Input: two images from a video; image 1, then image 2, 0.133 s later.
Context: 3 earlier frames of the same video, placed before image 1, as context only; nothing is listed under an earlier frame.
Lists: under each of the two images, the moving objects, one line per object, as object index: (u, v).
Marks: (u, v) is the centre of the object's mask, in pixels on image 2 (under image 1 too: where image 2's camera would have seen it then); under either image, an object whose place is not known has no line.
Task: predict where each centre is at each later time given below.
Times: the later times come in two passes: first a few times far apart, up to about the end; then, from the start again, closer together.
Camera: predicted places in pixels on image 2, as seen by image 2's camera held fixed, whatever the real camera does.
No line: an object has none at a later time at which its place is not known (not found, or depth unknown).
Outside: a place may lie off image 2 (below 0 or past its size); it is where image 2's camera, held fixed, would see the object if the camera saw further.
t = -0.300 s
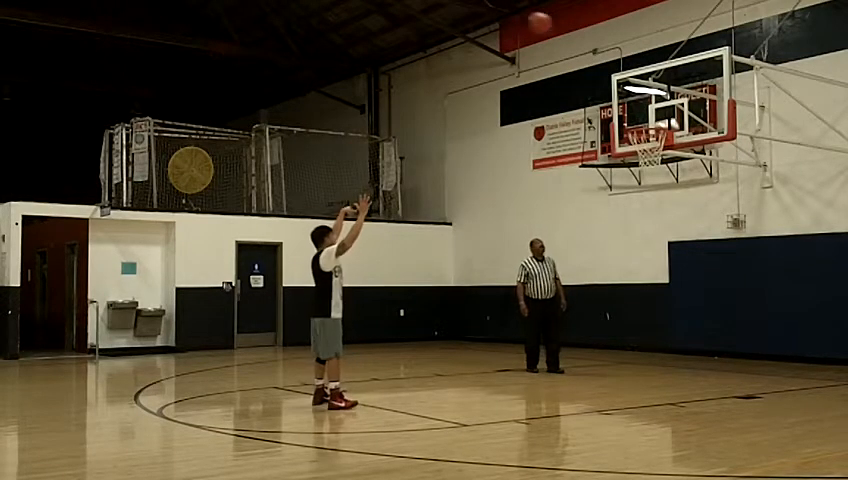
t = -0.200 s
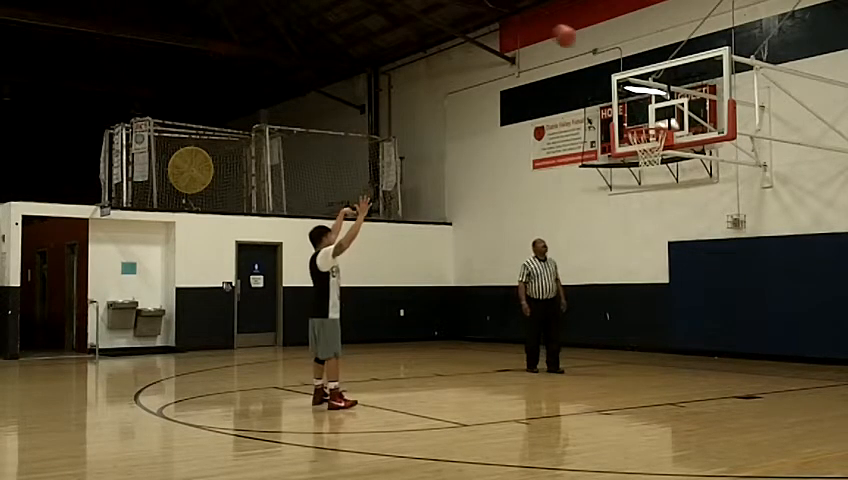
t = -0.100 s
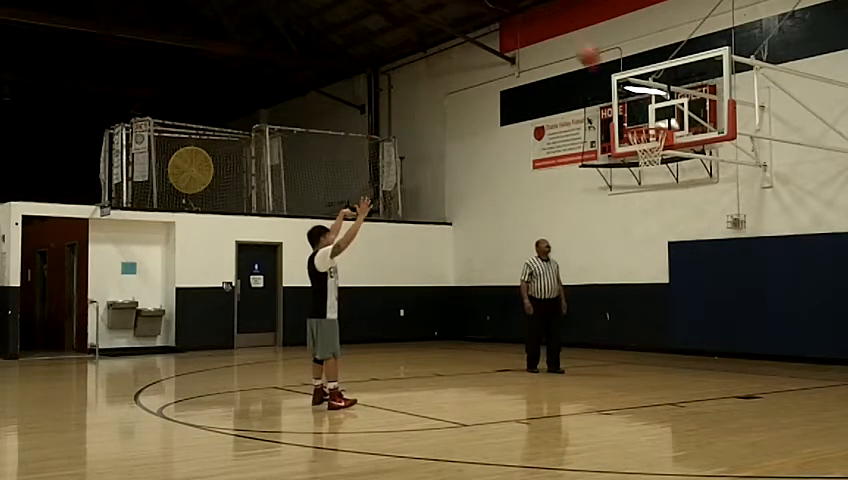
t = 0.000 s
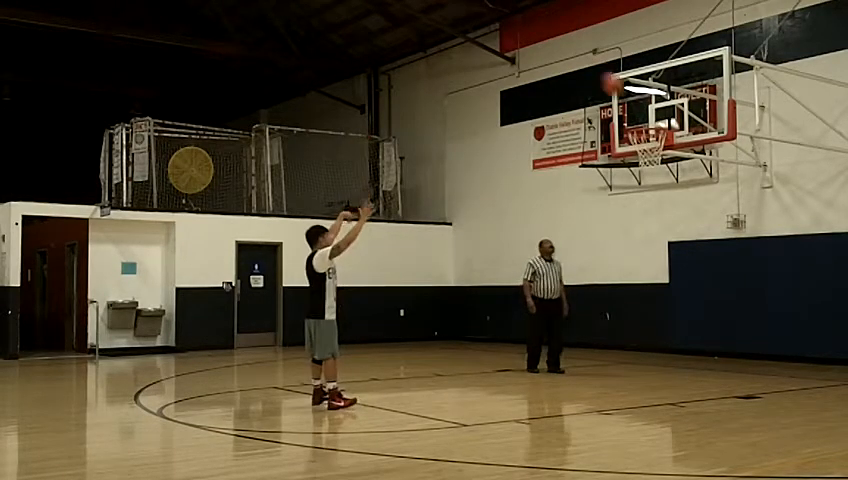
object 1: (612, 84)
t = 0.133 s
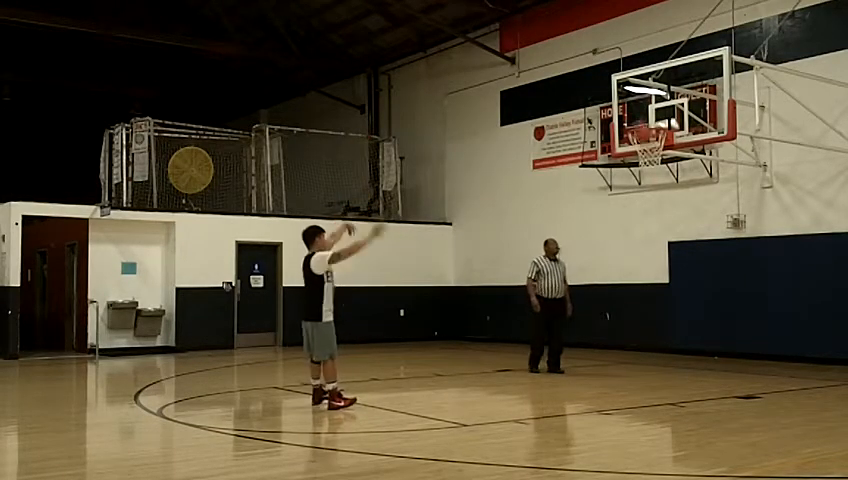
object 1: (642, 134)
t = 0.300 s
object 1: (680, 210)
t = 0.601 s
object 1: (737, 352)
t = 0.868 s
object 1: (751, 253)
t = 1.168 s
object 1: (766, 208)
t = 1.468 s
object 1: (783, 230)
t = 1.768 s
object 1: (799, 312)
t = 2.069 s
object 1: (815, 308)
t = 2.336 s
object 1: (830, 275)
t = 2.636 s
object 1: (833, 286)
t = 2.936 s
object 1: (825, 356)
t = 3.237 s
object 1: (820, 312)
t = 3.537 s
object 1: (815, 321)
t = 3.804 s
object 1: (810, 347)
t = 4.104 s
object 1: (804, 329)
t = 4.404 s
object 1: (798, 354)
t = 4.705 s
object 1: (792, 343)
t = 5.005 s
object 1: (787, 348)
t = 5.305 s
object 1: (783, 359)
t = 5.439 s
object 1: (781, 353)
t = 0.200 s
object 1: (658, 165)
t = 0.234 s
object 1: (664, 176)
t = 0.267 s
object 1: (674, 195)
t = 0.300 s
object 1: (680, 210)
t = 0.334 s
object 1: (686, 226)
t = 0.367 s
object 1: (695, 249)
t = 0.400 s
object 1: (701, 264)
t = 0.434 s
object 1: (707, 283)
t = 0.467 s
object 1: (715, 304)
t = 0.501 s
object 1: (721, 324)
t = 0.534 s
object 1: (728, 344)
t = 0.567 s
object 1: (735, 364)
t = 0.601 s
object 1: (737, 352)
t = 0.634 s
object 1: (738, 337)
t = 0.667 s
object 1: (741, 323)
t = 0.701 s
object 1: (742, 308)
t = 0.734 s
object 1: (744, 296)
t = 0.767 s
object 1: (746, 284)
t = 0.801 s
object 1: (747, 273)
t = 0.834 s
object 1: (749, 263)
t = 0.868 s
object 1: (751, 253)
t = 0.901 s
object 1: (753, 246)
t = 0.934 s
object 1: (755, 239)
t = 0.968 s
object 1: (757, 232)
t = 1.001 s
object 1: (758, 225)
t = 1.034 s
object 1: (760, 220)
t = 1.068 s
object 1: (761, 216)
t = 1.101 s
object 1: (763, 212)
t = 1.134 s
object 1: (765, 210)
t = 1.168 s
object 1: (766, 208)
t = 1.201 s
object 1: (768, 207)
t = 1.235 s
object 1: (770, 207)
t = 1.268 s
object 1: (772, 208)
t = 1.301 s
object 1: (774, 210)
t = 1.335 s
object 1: (775, 212)
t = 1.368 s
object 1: (777, 215)
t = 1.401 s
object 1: (779, 219)
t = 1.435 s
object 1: (781, 224)
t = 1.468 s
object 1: (783, 230)
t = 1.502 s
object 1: (784, 237)
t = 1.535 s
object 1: (787, 244)
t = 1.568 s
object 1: (788, 250)
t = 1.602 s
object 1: (790, 259)
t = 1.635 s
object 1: (792, 268)
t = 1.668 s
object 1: (794, 278)
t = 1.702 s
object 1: (795, 290)
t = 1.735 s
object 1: (797, 301)
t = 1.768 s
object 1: (799, 312)
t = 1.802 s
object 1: (801, 326)
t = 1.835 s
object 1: (803, 340)
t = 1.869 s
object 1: (806, 353)
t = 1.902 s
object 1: (807, 354)
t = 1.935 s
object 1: (808, 344)
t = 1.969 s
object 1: (810, 335)
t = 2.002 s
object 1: (812, 325)
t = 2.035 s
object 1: (814, 316)
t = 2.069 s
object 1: (815, 308)
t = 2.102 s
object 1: (817, 301)
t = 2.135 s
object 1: (819, 295)
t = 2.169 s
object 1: (821, 289)
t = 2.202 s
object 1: (822, 285)
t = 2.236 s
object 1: (825, 282)
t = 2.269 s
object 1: (826, 279)
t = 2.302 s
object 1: (828, 277)
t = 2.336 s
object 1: (830, 275)
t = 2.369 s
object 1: (832, 274)
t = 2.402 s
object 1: (834, 274)
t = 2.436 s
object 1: (836, 275)
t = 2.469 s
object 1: (837, 275)
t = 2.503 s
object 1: (837, 276)
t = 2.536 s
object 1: (836, 277)
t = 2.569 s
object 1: (835, 279)
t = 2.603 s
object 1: (834, 282)
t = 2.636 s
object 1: (833, 286)
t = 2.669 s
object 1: (832, 290)
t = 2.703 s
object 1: (832, 296)
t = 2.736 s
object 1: (830, 302)
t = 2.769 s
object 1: (829, 308)
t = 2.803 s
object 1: (829, 314)
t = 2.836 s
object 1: (828, 324)
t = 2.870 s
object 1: (828, 333)
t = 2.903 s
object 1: (827, 342)
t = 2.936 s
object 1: (825, 356)
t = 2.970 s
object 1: (825, 356)
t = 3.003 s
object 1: (824, 349)
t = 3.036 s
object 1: (824, 341)
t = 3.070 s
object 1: (823, 335)
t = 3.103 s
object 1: (822, 329)
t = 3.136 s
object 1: (821, 324)
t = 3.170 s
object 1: (821, 319)
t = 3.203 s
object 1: (821, 316)
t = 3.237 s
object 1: (820, 312)
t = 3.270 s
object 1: (819, 310)
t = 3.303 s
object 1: (819, 309)
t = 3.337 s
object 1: (819, 308)
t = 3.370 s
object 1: (818, 308)
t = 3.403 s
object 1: (817, 308)
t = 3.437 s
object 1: (817, 311)
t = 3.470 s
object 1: (817, 313)
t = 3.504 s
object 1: (816, 317)
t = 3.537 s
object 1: (815, 321)
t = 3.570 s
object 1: (815, 326)
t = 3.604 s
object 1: (815, 332)
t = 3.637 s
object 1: (814, 339)
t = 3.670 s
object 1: (813, 345)
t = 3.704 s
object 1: (813, 355)
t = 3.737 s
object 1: (813, 358)
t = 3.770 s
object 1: (812, 353)
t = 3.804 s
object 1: (810, 347)
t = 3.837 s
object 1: (811, 342)
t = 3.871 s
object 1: (809, 338)
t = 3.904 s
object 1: (809, 334)
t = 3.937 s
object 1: (808, 332)
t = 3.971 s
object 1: (807, 330)
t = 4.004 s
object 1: (806, 329)
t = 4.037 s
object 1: (806, 328)
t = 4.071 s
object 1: (805, 328)
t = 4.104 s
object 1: (804, 329)
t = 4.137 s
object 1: (804, 331)
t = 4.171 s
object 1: (803, 333)
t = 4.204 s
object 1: (802, 336)
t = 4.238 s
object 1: (801, 341)
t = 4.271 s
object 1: (801, 345)
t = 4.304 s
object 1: (800, 351)
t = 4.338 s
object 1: (799, 358)
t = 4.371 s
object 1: (799, 358)
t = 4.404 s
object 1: (798, 354)
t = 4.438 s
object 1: (797, 350)
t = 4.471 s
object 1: (796, 346)
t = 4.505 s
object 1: (796, 344)
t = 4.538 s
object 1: (795, 343)
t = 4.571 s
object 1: (795, 341)
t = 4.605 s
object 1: (794, 341)
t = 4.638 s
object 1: (794, 341)
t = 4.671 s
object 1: (793, 342)
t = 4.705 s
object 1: (792, 343)
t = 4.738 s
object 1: (792, 346)
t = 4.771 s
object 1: (791, 348)
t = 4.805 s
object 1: (790, 352)
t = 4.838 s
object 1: (790, 357)
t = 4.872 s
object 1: (790, 360)
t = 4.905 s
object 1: (789, 357)
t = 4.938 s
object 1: (788, 355)
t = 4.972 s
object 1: (788, 352)
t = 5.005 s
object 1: (787, 348)
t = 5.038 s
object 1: (786, 348)
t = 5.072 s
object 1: (786, 348)
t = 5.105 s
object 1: (786, 348)
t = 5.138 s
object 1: (785, 348)
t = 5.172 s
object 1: (784, 350)
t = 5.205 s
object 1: (784, 352)
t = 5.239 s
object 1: (784, 355)
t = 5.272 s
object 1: (783, 358)
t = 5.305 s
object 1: (783, 359)
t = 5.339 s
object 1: (782, 358)
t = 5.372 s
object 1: (782, 356)
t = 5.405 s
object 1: (781, 354)
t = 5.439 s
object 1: (781, 353)
